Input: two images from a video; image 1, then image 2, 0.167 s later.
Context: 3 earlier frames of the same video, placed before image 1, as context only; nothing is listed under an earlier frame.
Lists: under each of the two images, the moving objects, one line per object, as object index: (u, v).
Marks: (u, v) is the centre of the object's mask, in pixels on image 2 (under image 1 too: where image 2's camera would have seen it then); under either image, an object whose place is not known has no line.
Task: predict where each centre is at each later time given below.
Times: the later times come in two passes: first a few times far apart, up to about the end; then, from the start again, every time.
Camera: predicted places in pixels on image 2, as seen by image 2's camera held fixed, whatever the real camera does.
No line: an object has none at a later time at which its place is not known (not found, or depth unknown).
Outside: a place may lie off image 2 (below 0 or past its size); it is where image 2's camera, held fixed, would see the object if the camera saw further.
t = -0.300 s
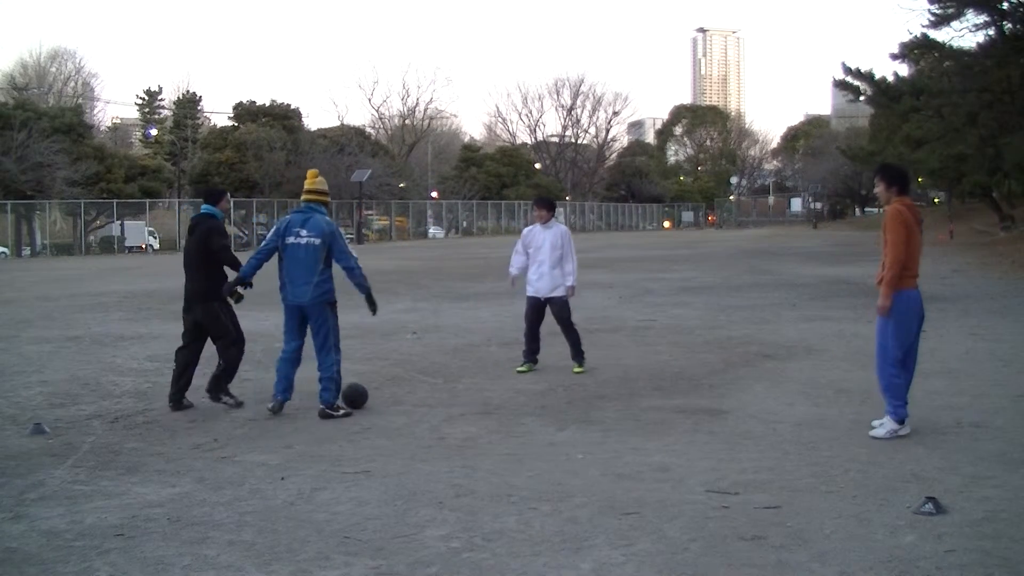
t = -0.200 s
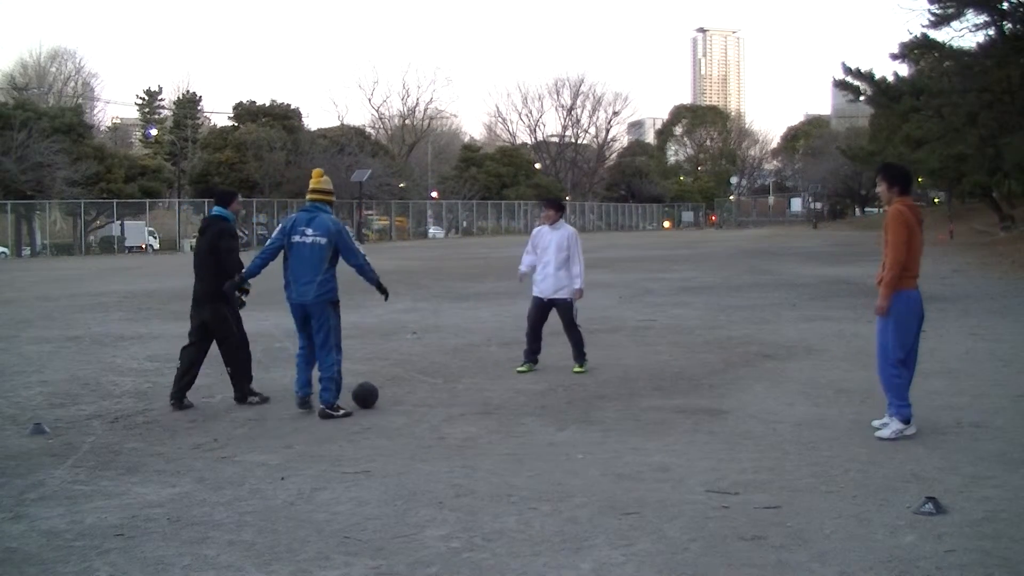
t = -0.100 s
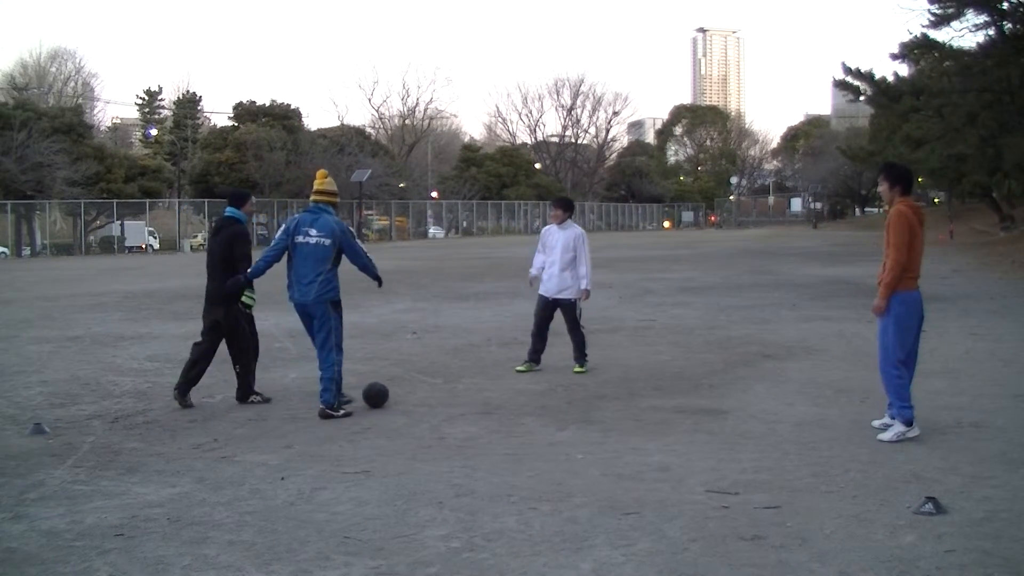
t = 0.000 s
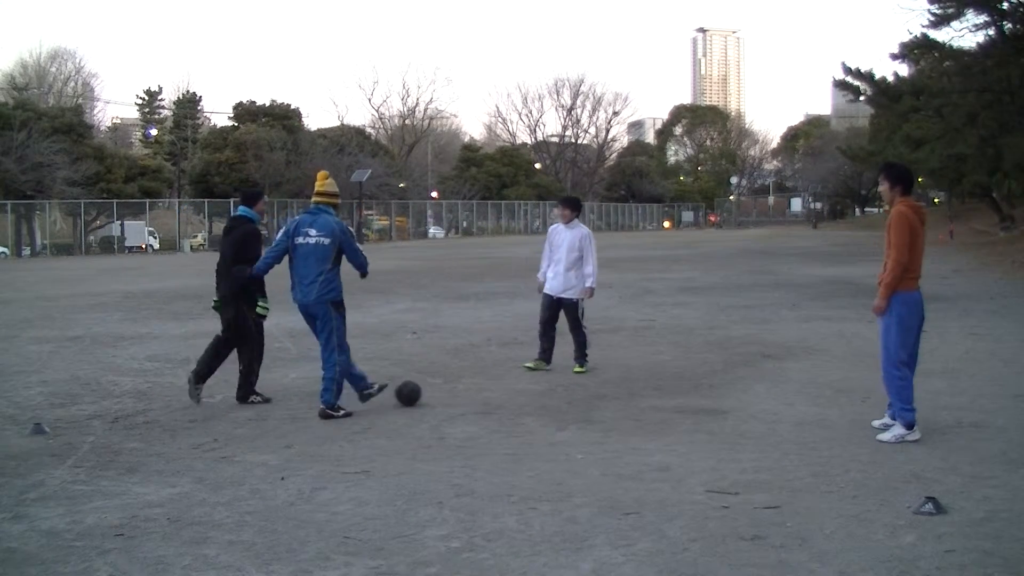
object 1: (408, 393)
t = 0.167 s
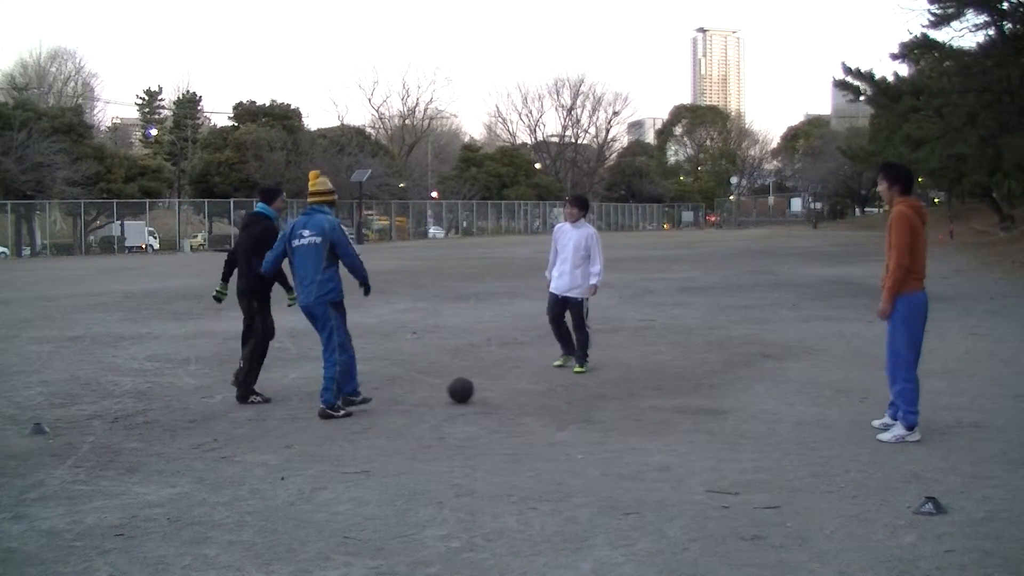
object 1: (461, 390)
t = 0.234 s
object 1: (479, 389)
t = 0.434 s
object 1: (530, 386)
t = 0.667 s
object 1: (585, 383)
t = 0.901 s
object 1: (635, 380)
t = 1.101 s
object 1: (675, 378)
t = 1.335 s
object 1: (717, 375)
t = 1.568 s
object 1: (755, 373)
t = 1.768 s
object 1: (785, 371)
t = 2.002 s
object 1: (818, 368)
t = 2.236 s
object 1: (849, 368)
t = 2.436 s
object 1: (874, 367)
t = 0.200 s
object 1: (470, 389)
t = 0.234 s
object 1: (479, 389)
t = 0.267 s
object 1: (488, 389)
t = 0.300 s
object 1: (497, 388)
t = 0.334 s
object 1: (506, 388)
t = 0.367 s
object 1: (514, 388)
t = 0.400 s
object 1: (522, 387)
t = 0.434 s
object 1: (530, 386)
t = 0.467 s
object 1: (538, 385)
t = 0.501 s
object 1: (546, 385)
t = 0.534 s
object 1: (554, 385)
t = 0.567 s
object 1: (562, 385)
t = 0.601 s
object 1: (570, 384)
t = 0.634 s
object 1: (578, 384)
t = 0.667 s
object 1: (585, 383)
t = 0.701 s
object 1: (593, 383)
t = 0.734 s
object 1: (600, 382)
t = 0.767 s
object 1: (607, 382)
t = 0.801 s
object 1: (614, 382)
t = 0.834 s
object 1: (621, 381)
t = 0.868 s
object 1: (628, 381)
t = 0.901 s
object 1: (635, 380)
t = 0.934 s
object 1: (642, 380)
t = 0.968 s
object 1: (649, 380)
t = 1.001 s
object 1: (656, 380)
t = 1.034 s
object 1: (662, 379)
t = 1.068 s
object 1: (669, 378)
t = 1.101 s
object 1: (675, 378)
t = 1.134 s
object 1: (681, 378)
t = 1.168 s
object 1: (687, 377)
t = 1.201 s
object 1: (694, 377)
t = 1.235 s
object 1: (699, 377)
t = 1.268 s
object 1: (705, 376)
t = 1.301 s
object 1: (712, 376)
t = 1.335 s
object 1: (717, 375)
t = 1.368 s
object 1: (723, 374)
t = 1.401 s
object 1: (728, 374)
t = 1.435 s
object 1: (734, 374)
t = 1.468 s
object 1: (739, 374)
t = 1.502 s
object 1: (744, 374)
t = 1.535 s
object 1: (749, 373)
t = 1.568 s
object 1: (755, 373)
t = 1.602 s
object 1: (760, 372)
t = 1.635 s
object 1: (765, 372)
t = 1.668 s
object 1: (770, 372)
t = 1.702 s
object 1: (775, 372)
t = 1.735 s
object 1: (780, 372)
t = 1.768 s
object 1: (785, 371)
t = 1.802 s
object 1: (790, 371)
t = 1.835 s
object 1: (795, 371)
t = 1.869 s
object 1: (800, 370)
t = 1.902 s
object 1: (805, 370)
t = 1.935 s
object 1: (809, 369)
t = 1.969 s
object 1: (814, 369)
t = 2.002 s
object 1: (818, 368)
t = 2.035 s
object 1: (823, 369)
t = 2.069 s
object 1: (827, 368)
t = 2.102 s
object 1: (831, 368)
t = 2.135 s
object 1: (836, 368)
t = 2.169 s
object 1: (840, 368)
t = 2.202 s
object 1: (844, 368)
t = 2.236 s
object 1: (849, 368)
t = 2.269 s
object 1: (853, 367)
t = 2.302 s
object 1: (857, 368)
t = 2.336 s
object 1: (862, 367)
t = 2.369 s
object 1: (866, 367)
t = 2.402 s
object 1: (870, 367)
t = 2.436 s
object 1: (874, 367)
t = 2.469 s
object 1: (878, 367)
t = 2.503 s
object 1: (882, 366)
